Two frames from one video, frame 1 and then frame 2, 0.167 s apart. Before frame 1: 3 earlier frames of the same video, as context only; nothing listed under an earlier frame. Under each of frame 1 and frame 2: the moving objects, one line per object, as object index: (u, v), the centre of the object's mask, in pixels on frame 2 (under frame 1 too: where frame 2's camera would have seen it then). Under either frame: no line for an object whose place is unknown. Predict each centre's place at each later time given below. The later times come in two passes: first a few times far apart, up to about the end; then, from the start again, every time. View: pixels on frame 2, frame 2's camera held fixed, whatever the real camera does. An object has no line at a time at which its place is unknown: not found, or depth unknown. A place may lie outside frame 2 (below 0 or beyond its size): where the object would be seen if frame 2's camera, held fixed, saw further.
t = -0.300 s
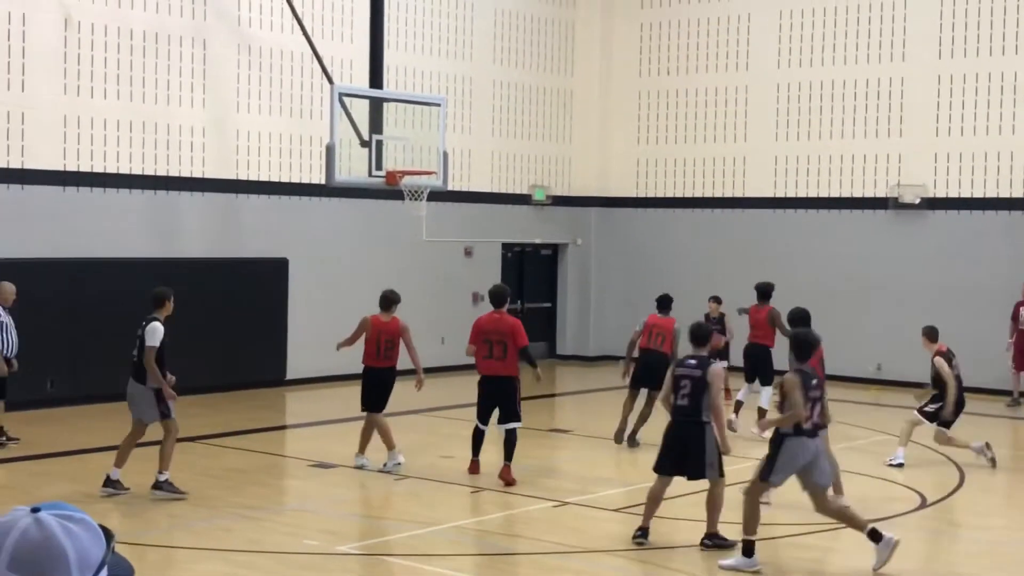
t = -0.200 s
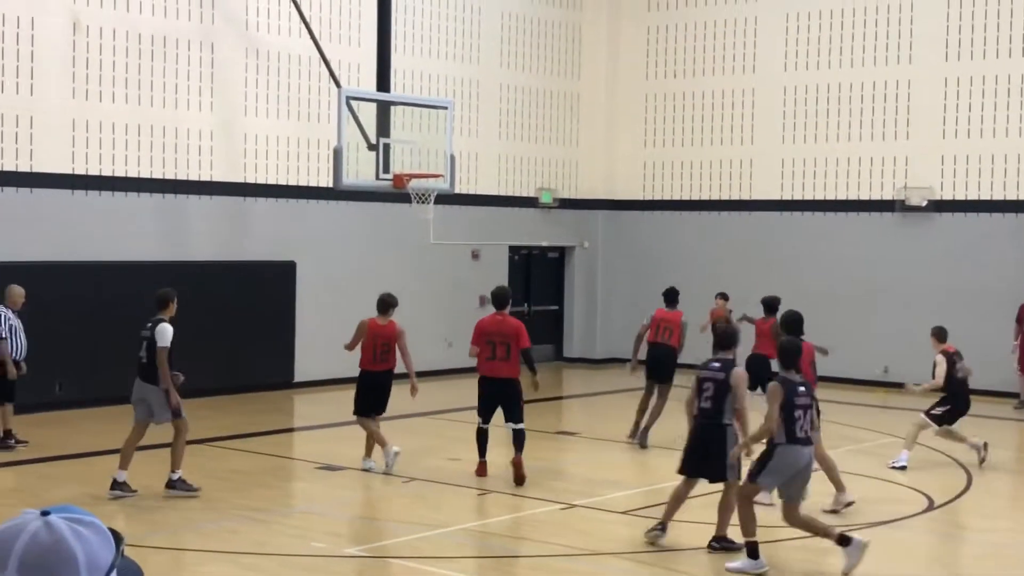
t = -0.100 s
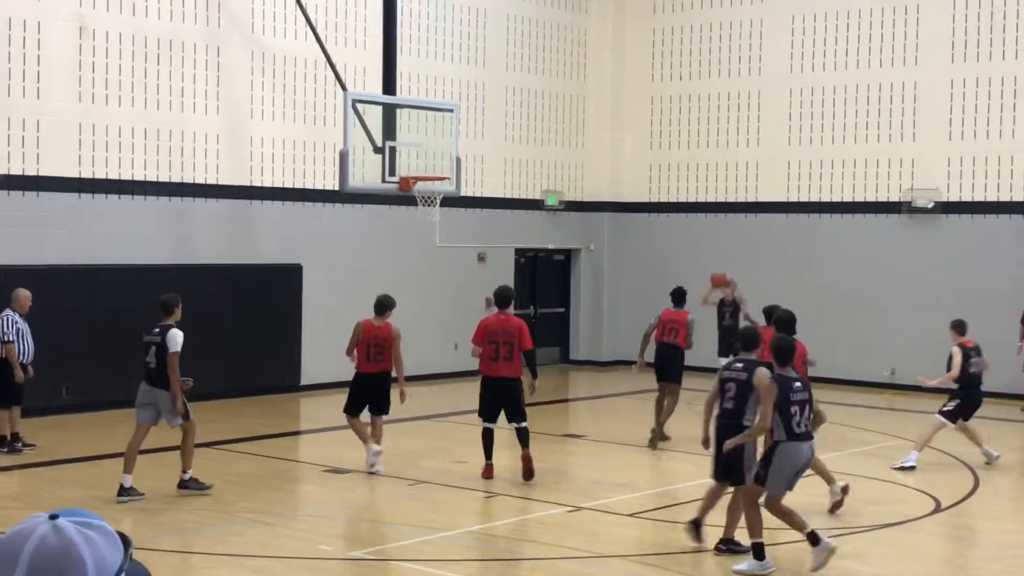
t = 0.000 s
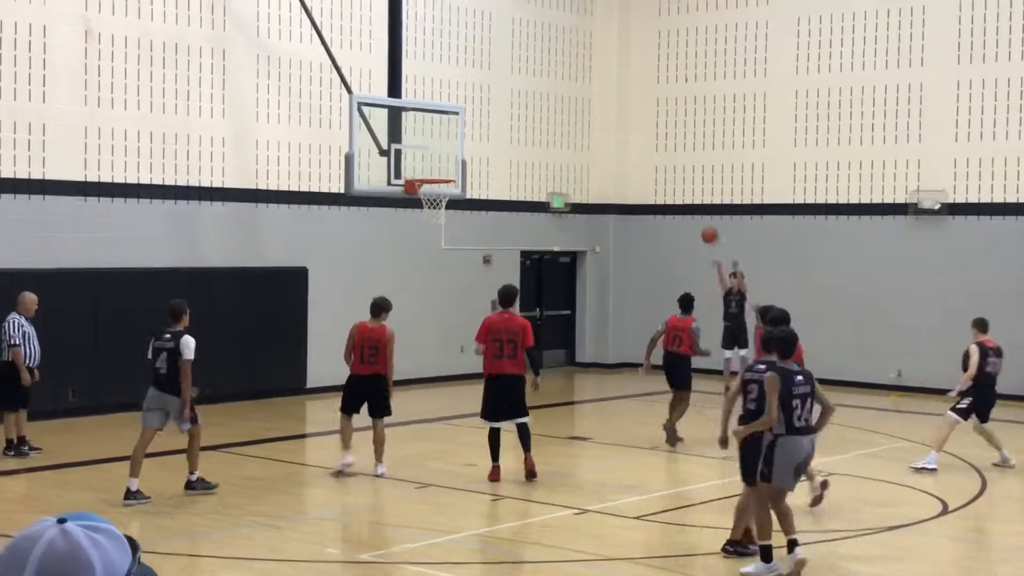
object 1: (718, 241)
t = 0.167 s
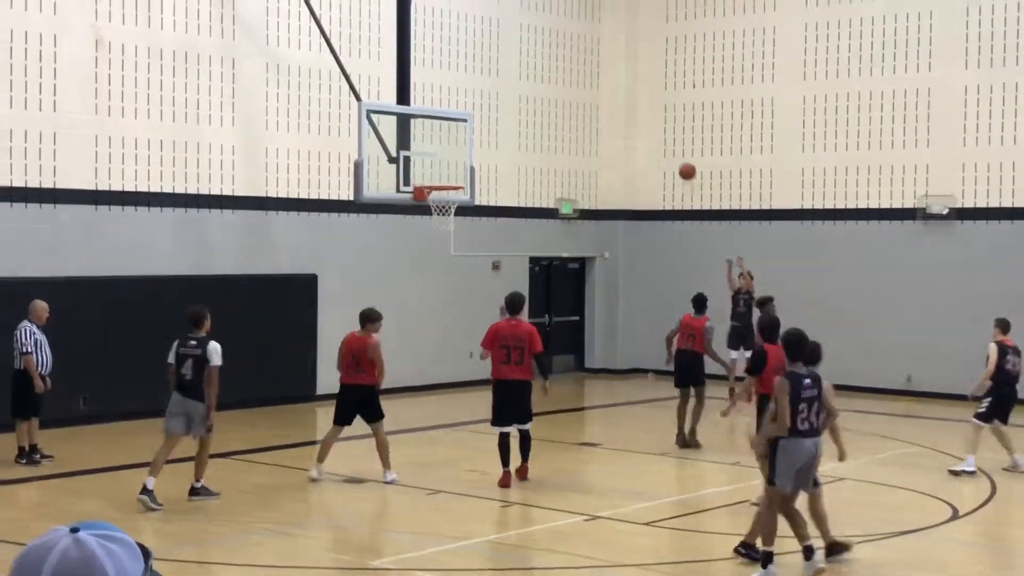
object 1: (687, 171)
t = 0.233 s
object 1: (674, 149)
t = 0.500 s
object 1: (620, 84)
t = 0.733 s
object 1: (569, 69)
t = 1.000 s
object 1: (504, 103)
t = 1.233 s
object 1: (443, 184)
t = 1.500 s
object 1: (413, 247)
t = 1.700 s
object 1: (396, 320)
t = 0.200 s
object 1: (681, 160)
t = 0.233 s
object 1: (674, 149)
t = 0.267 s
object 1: (668, 138)
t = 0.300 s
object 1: (661, 128)
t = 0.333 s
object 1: (654, 119)
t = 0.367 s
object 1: (648, 110)
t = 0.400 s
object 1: (641, 103)
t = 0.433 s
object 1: (634, 96)
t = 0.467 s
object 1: (627, 90)
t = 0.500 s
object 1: (620, 84)
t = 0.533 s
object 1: (613, 80)
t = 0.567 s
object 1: (606, 76)
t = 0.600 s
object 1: (599, 72)
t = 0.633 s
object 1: (591, 70)
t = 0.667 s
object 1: (584, 69)
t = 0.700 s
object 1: (576, 68)
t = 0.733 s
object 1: (569, 69)
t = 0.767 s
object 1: (561, 69)
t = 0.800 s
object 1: (553, 71)
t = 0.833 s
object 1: (545, 74)
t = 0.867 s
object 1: (537, 78)
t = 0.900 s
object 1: (529, 83)
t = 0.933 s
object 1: (521, 89)
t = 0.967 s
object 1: (513, 95)
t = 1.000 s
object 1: (504, 103)
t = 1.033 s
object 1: (496, 111)
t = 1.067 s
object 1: (487, 121)
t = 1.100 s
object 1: (478, 132)
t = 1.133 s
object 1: (469, 143)
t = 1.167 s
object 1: (461, 156)
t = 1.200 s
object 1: (452, 170)
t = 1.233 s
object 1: (443, 184)
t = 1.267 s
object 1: (434, 202)
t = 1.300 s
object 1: (428, 207)
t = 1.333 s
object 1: (426, 208)
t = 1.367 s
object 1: (423, 218)
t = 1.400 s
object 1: (420, 224)
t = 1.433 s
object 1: (418, 230)
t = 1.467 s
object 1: (416, 238)
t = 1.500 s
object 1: (413, 247)
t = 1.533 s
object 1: (411, 257)
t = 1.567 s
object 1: (408, 268)
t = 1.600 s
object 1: (405, 279)
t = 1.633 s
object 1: (402, 292)
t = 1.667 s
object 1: (399, 305)
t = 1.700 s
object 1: (396, 320)
